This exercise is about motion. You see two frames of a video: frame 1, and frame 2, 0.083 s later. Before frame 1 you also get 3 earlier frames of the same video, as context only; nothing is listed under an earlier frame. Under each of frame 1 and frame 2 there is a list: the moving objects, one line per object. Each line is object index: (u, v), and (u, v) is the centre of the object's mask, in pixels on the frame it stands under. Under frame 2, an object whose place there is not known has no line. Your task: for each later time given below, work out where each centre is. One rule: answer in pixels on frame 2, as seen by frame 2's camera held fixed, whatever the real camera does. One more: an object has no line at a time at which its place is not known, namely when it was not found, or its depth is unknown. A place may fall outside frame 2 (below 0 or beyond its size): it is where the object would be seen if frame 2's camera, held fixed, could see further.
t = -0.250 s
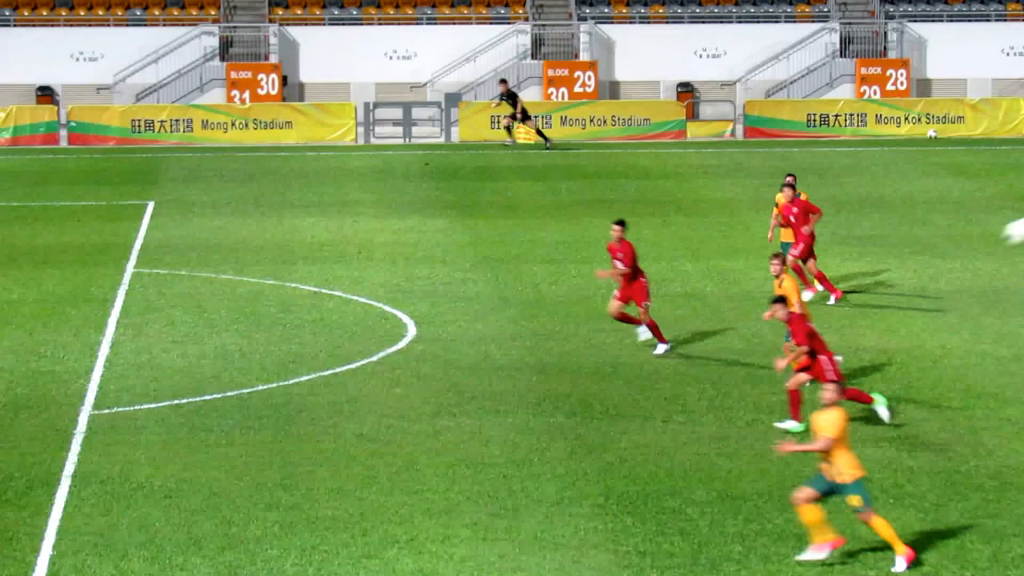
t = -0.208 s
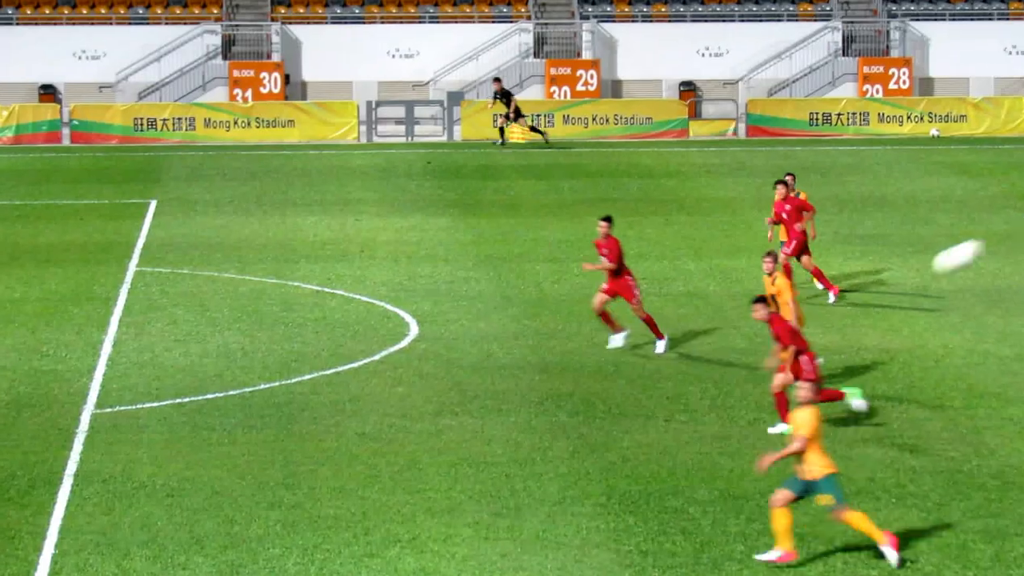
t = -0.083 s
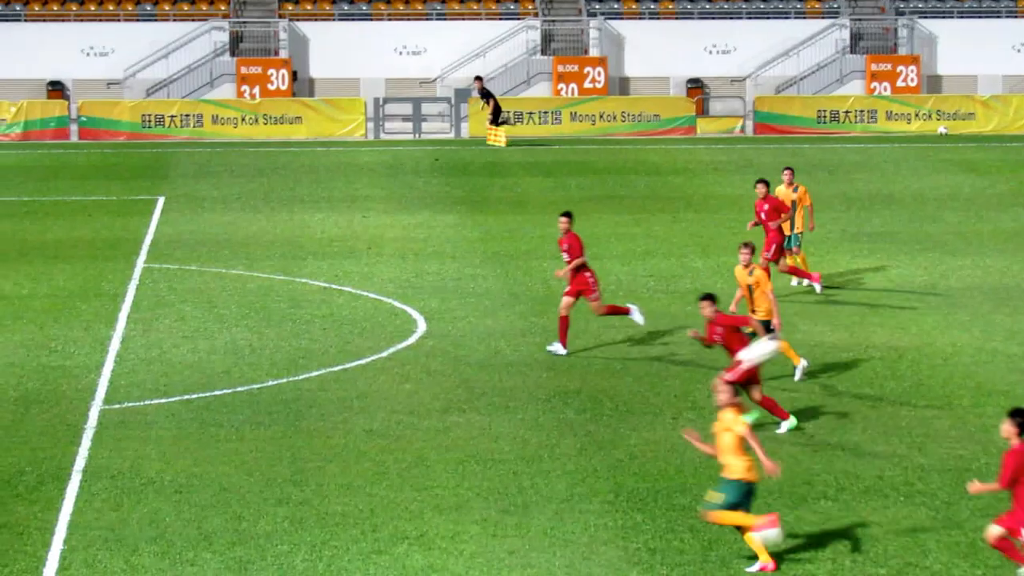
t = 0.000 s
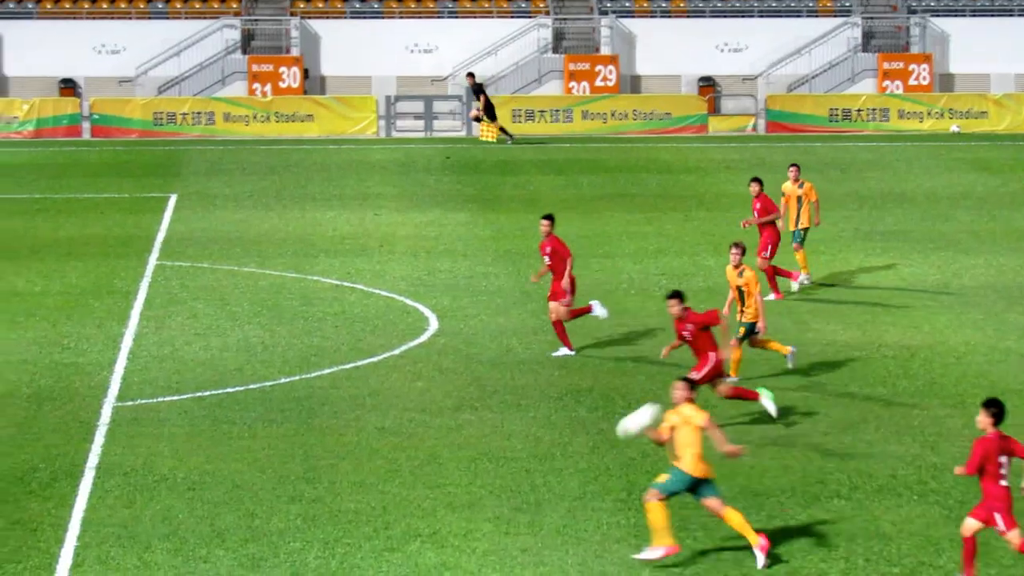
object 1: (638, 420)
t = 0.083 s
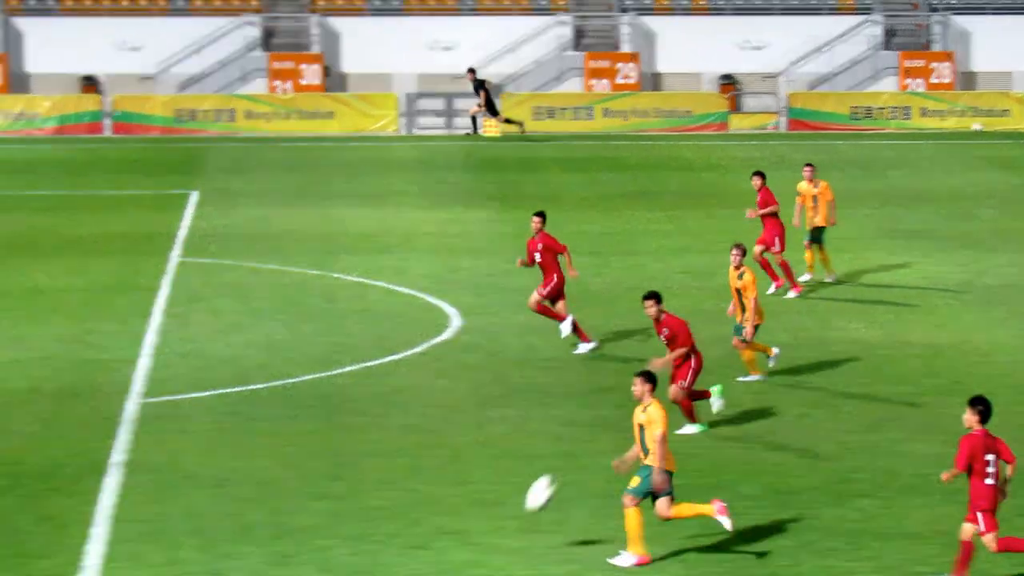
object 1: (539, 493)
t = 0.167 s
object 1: (439, 518)
